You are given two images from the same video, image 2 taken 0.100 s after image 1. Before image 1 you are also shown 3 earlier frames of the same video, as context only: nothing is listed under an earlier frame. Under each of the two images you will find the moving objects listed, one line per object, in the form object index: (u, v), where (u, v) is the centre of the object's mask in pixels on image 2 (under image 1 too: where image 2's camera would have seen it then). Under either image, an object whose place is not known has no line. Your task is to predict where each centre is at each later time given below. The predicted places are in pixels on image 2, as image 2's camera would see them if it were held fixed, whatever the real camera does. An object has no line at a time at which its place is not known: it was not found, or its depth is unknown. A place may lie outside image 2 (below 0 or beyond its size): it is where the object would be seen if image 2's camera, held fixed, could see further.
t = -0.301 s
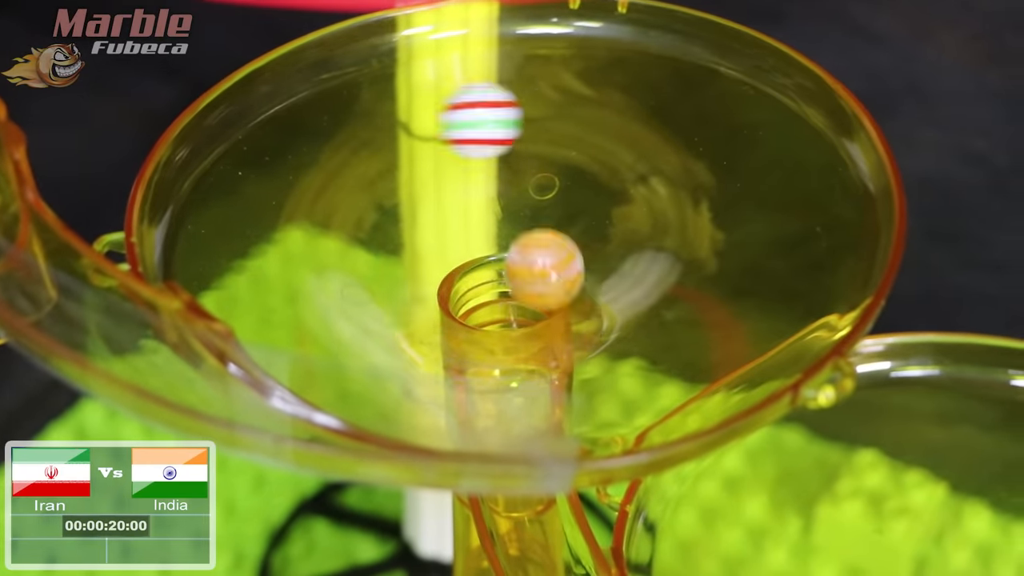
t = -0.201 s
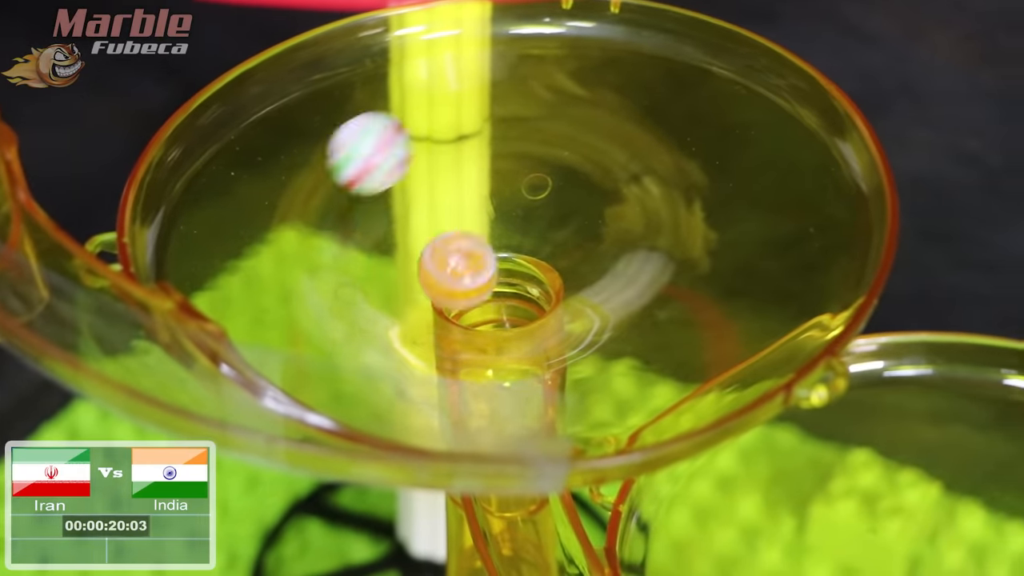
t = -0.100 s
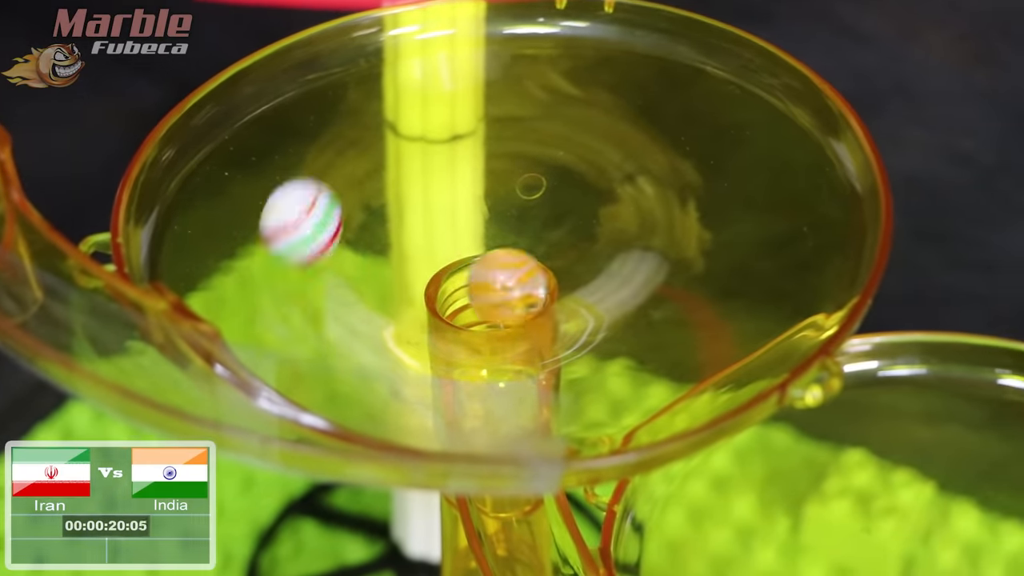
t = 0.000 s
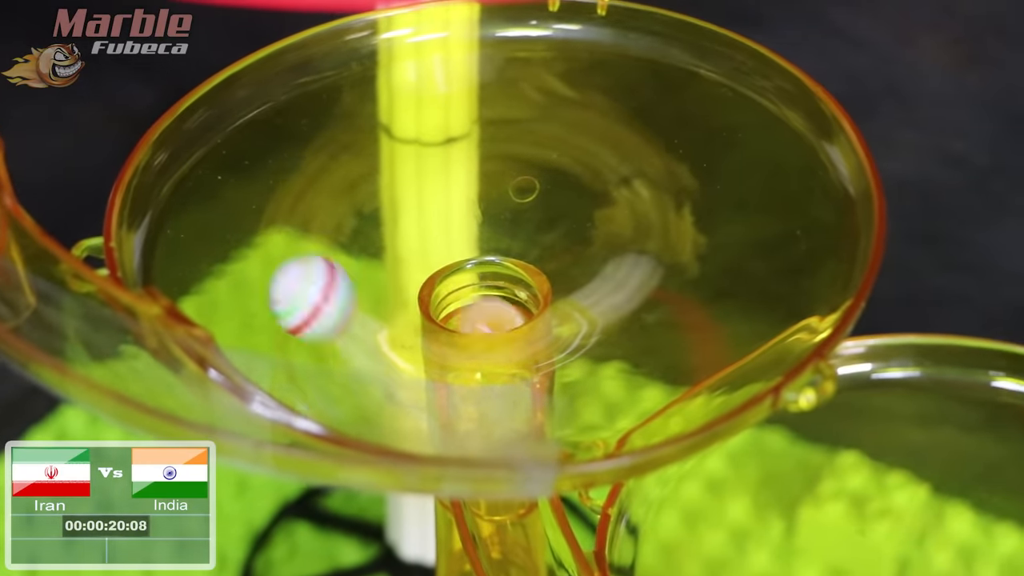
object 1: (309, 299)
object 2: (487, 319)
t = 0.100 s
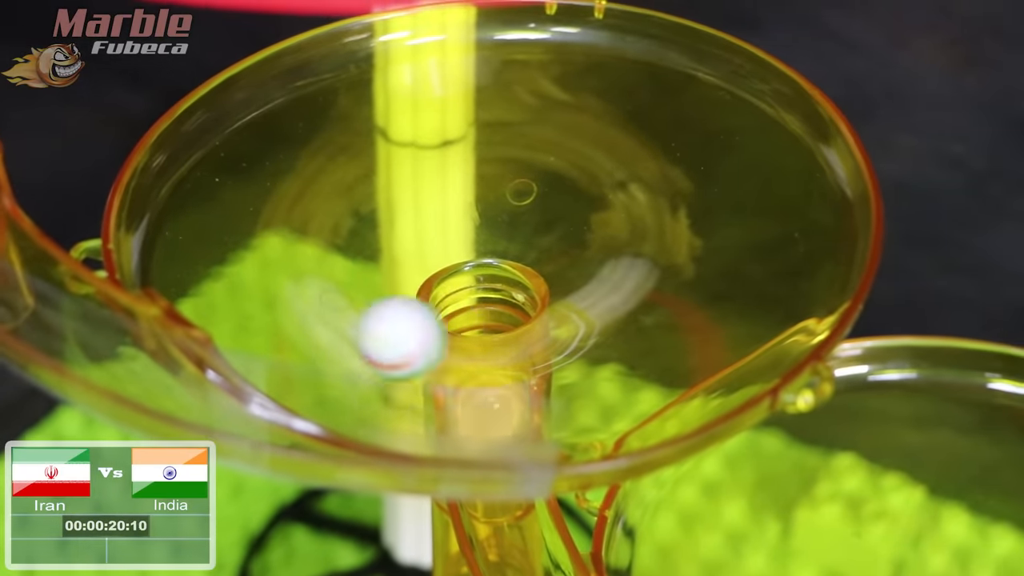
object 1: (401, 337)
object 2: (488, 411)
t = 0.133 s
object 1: (438, 340)
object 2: (497, 412)
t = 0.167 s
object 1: (477, 333)
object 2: (492, 412)
